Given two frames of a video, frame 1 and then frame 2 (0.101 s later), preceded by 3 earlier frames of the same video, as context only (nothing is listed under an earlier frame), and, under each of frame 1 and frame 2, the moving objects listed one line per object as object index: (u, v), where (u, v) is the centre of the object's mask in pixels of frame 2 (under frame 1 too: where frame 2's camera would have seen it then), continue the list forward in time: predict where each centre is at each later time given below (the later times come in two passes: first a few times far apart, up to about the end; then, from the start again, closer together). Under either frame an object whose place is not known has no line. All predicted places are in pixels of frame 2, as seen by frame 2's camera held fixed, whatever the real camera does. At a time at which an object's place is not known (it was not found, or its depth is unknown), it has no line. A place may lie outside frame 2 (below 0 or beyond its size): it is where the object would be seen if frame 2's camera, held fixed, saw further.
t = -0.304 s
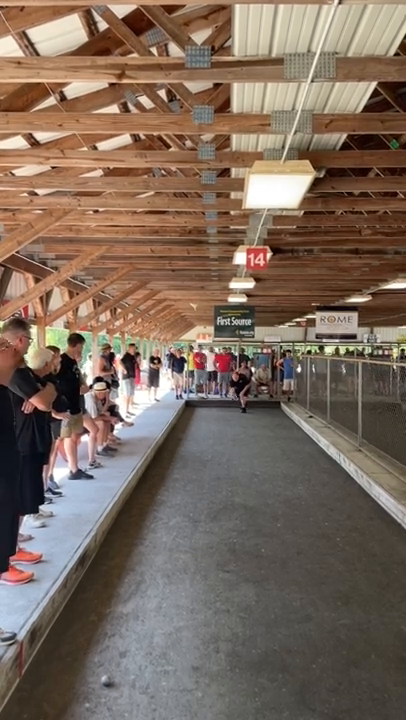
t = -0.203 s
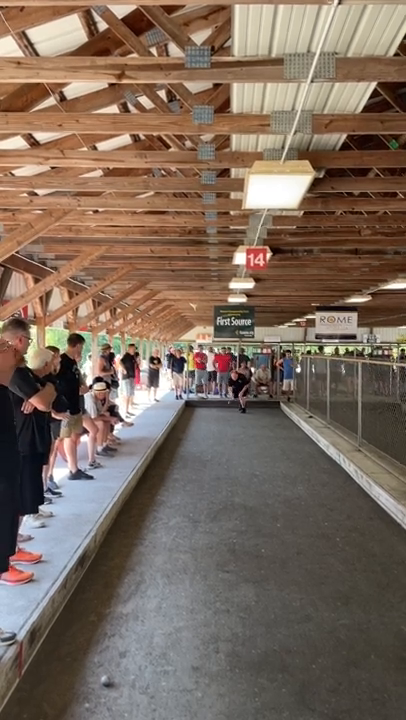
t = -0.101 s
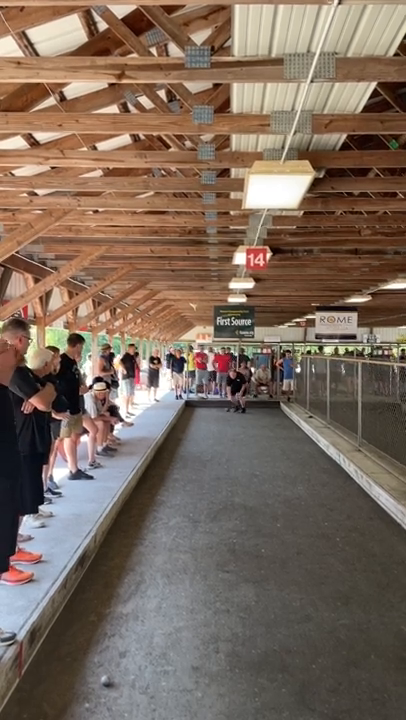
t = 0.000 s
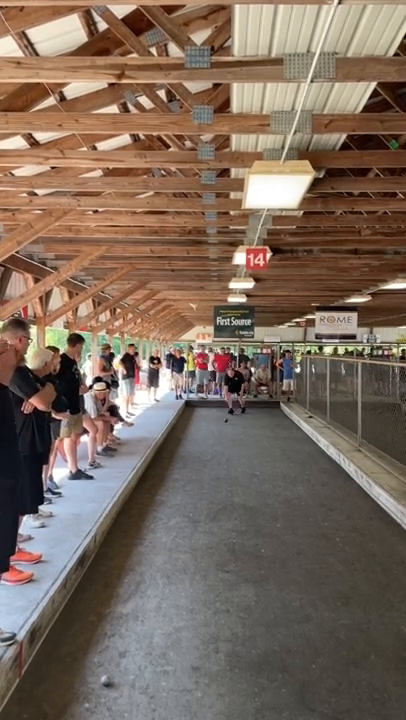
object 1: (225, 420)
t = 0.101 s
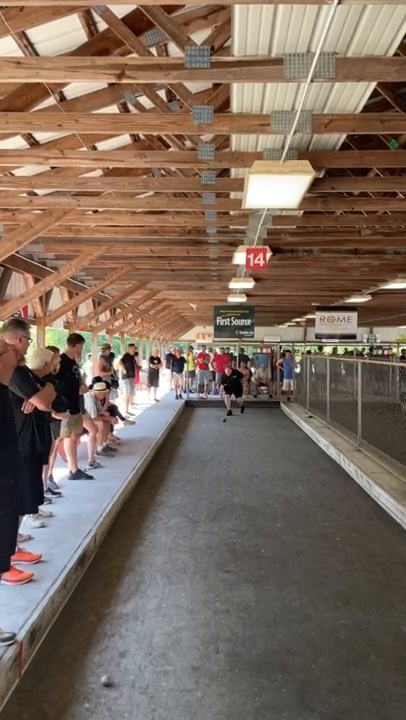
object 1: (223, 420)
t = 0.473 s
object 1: (218, 427)
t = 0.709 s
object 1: (214, 431)
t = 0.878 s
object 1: (211, 433)
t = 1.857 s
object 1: (186, 452)
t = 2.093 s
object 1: (178, 459)
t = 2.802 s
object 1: (160, 478)
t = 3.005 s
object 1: (156, 484)
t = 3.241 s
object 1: (152, 491)
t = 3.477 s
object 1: (148, 499)
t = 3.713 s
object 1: (145, 507)
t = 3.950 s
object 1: (142, 517)
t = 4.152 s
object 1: (141, 525)
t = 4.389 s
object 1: (140, 535)
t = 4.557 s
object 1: (139, 542)
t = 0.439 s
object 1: (219, 427)
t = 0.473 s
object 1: (218, 427)
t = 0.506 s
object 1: (217, 427)
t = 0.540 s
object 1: (217, 428)
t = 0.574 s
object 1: (216, 429)
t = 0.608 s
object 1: (216, 430)
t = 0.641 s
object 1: (215, 430)
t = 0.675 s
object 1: (215, 430)
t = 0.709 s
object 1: (214, 431)
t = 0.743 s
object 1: (213, 431)
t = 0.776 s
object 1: (213, 432)
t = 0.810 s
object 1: (212, 432)
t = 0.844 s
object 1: (211, 433)
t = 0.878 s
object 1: (211, 433)
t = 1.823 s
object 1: (187, 452)
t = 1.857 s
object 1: (186, 452)
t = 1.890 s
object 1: (185, 453)
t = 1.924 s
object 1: (184, 454)
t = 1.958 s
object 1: (182, 455)
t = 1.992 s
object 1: (181, 456)
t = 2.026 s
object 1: (181, 457)
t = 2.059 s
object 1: (179, 457)
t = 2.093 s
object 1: (178, 459)
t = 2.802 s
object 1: (160, 478)
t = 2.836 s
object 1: (160, 479)
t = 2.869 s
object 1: (160, 479)
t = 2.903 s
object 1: (159, 481)
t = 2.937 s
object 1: (157, 481)
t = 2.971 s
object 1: (157, 482)
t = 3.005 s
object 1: (156, 484)
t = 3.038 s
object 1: (155, 485)
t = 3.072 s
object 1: (155, 486)
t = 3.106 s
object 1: (154, 486)
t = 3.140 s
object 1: (154, 487)
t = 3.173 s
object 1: (153, 489)
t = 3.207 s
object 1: (152, 490)
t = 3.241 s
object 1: (152, 491)
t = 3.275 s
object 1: (151, 492)
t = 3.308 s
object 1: (150, 493)
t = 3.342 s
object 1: (150, 494)
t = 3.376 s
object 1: (150, 495)
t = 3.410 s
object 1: (149, 496)
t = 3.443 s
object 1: (148, 498)
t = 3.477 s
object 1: (148, 499)
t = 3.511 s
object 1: (147, 500)
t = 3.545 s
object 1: (147, 501)
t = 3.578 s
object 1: (146, 502)
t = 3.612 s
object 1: (146, 504)
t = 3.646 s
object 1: (145, 505)
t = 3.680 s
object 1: (145, 506)
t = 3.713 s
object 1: (145, 507)
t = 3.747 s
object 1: (144, 509)
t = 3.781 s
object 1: (144, 510)
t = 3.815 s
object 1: (143, 511)
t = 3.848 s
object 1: (143, 512)
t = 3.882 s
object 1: (143, 514)
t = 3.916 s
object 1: (143, 515)
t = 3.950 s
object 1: (142, 517)
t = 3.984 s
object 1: (142, 518)
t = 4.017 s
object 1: (142, 519)
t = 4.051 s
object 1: (142, 521)
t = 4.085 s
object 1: (142, 522)
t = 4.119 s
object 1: (141, 523)
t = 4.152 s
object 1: (141, 525)
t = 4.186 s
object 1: (141, 526)
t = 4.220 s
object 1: (141, 527)
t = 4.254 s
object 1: (140, 529)
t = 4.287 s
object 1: (140, 531)
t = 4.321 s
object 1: (140, 532)
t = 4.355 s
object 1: (139, 533)
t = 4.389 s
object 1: (140, 535)
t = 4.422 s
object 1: (139, 536)
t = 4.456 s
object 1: (139, 538)
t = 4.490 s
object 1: (139, 539)
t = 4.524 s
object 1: (139, 541)
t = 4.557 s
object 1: (139, 542)
